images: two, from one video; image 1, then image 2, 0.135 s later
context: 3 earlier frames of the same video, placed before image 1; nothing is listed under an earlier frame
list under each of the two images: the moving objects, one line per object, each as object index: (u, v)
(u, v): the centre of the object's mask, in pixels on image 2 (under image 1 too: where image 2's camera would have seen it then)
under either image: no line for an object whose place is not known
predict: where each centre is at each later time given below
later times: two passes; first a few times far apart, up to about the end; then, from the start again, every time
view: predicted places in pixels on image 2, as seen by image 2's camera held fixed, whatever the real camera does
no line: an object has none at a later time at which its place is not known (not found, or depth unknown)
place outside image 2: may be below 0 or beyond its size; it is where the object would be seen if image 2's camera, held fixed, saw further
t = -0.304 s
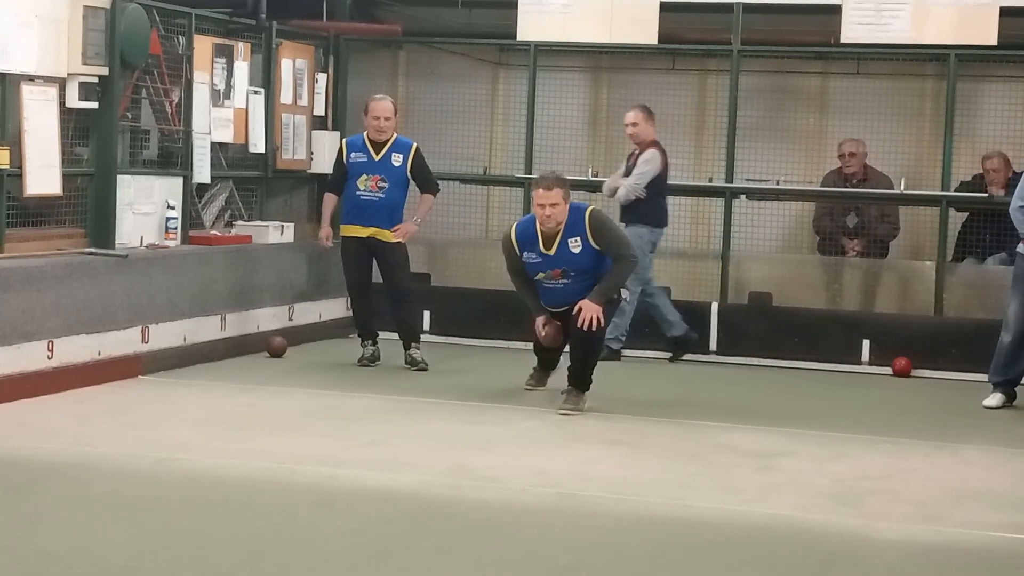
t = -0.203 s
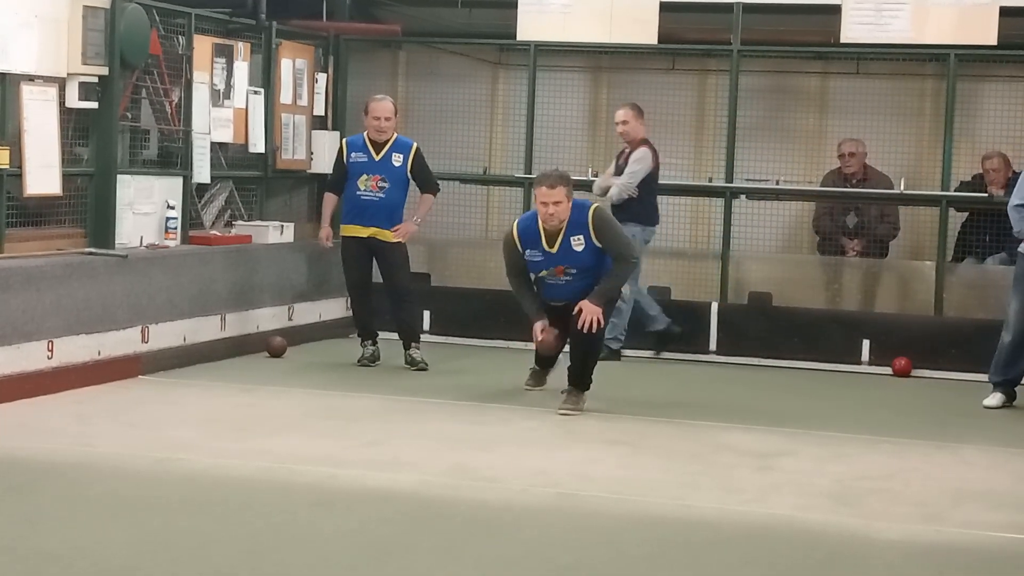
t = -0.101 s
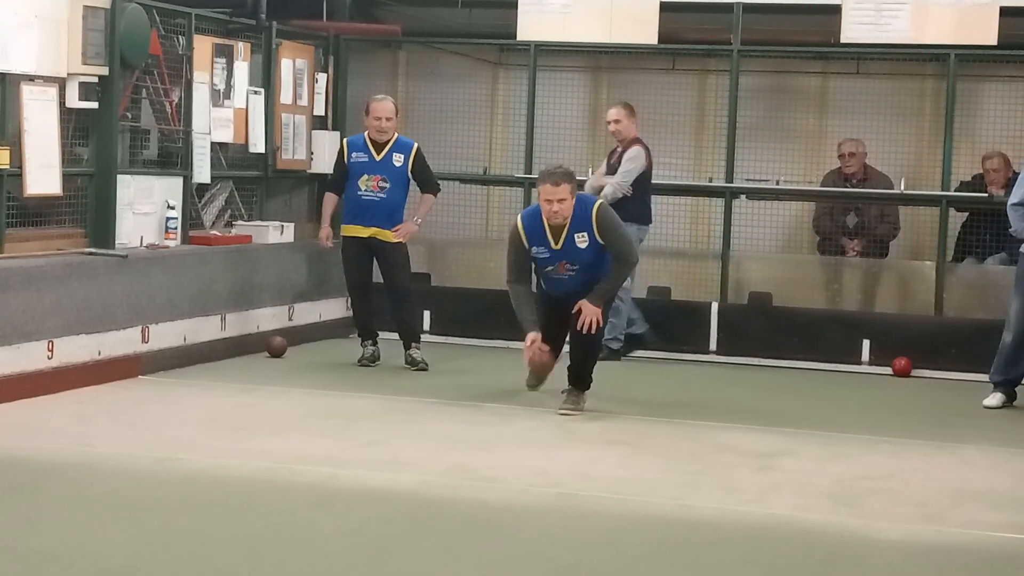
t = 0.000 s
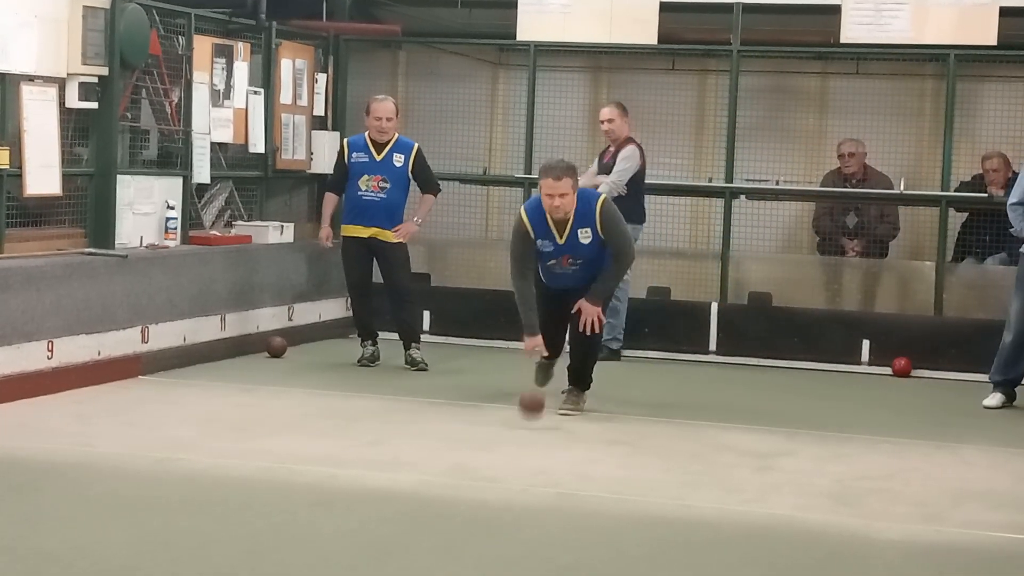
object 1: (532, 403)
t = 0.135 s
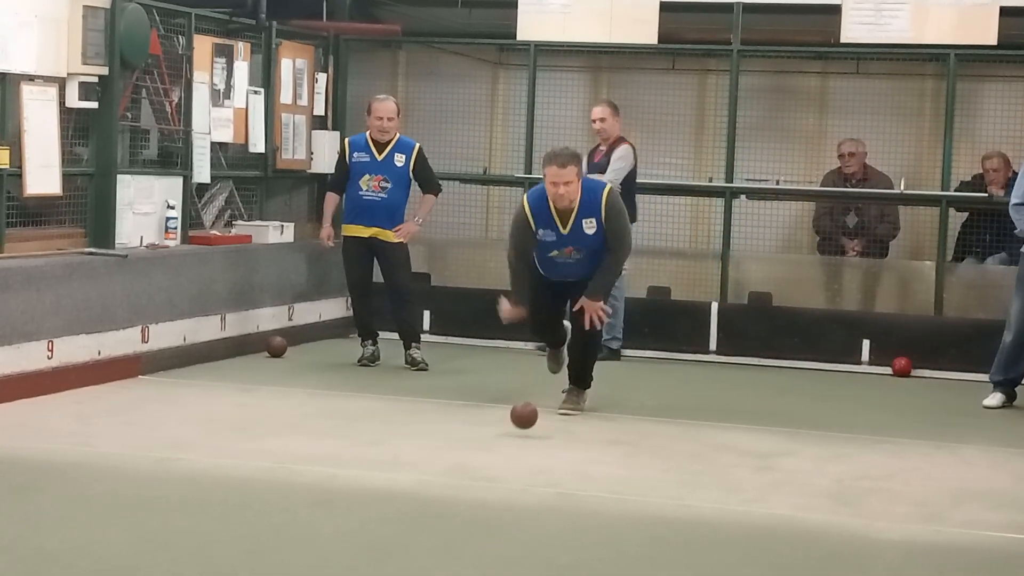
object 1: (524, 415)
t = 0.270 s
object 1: (515, 430)
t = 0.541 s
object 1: (497, 449)
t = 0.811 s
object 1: (476, 469)
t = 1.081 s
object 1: (452, 493)
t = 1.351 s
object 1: (425, 520)
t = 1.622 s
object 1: (394, 549)
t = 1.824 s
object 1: (367, 561)
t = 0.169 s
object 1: (522, 420)
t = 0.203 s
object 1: (520, 426)
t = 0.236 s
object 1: (518, 427)
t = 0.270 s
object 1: (515, 430)
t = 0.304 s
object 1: (513, 433)
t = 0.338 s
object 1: (511, 435)
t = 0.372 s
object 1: (509, 437)
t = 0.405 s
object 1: (507, 440)
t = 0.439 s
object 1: (505, 442)
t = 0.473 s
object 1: (502, 444)
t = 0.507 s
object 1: (500, 447)
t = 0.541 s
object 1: (497, 449)
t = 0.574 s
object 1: (495, 452)
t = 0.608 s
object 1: (492, 454)
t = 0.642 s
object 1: (489, 456)
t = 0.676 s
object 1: (487, 459)
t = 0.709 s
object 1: (484, 461)
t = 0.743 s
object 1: (482, 464)
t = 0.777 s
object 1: (479, 467)
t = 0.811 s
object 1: (476, 469)
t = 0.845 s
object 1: (473, 472)
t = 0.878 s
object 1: (470, 475)
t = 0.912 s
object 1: (467, 478)
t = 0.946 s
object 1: (464, 481)
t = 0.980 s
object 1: (461, 484)
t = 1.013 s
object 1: (458, 487)
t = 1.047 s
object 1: (455, 490)
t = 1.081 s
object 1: (452, 493)
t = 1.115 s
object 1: (449, 496)
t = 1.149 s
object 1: (446, 499)
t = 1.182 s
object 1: (443, 502)
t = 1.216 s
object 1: (439, 506)
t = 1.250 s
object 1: (436, 509)
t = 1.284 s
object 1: (432, 512)
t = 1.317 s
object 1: (429, 516)
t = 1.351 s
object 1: (425, 520)
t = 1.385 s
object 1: (421, 523)
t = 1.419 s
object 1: (418, 526)
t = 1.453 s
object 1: (414, 530)
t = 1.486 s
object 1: (410, 534)
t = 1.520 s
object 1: (406, 538)
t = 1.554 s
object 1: (402, 541)
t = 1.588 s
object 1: (398, 545)
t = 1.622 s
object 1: (394, 549)
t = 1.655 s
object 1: (389, 552)
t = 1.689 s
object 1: (385, 554)
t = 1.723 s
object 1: (380, 556)
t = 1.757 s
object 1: (376, 558)
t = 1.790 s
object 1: (371, 560)
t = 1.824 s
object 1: (367, 561)
